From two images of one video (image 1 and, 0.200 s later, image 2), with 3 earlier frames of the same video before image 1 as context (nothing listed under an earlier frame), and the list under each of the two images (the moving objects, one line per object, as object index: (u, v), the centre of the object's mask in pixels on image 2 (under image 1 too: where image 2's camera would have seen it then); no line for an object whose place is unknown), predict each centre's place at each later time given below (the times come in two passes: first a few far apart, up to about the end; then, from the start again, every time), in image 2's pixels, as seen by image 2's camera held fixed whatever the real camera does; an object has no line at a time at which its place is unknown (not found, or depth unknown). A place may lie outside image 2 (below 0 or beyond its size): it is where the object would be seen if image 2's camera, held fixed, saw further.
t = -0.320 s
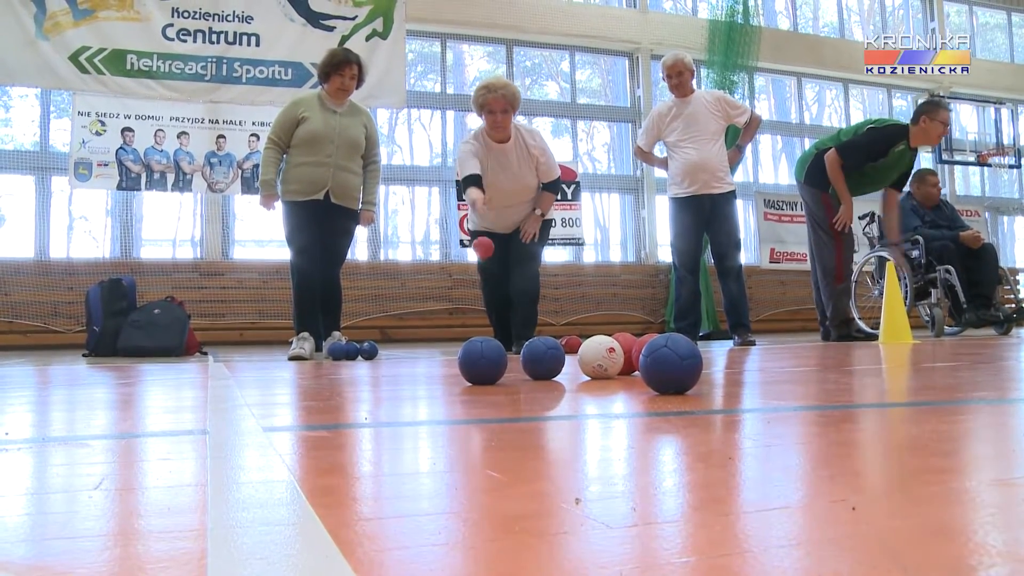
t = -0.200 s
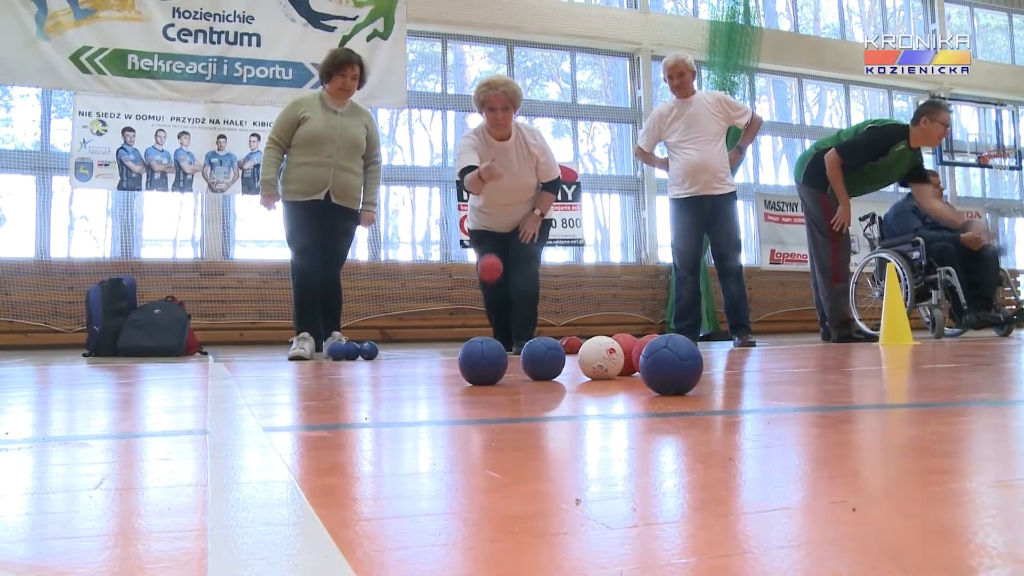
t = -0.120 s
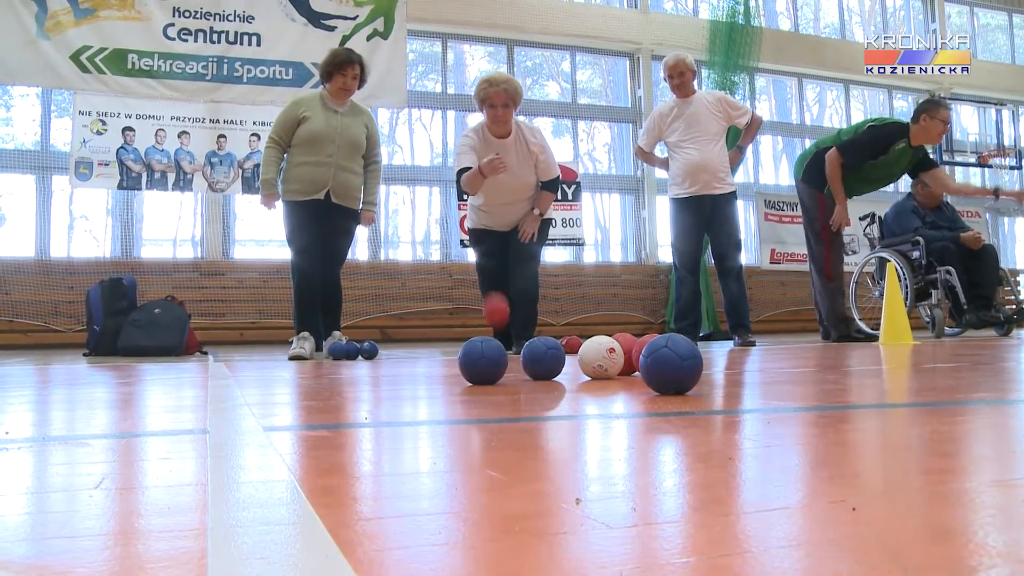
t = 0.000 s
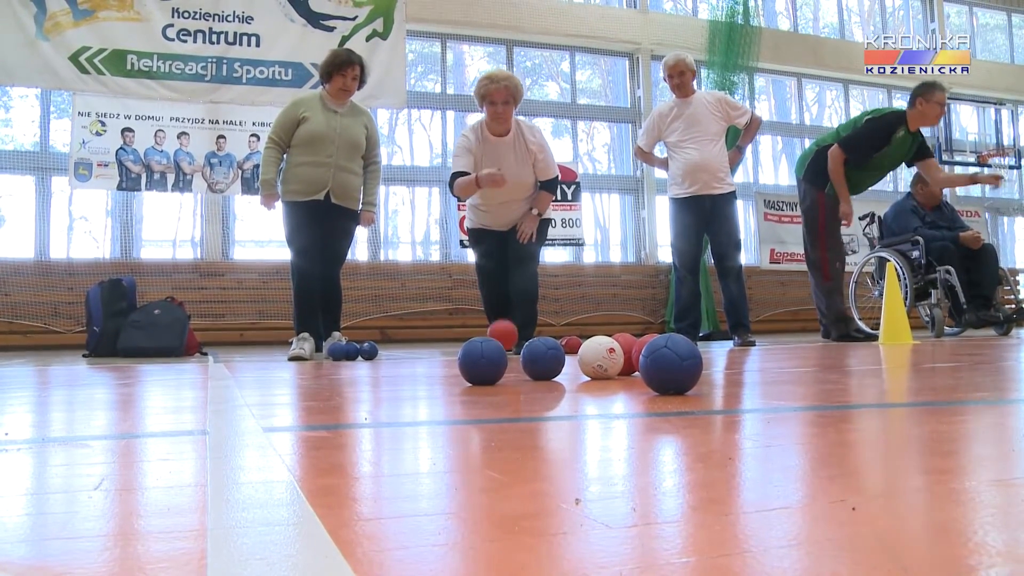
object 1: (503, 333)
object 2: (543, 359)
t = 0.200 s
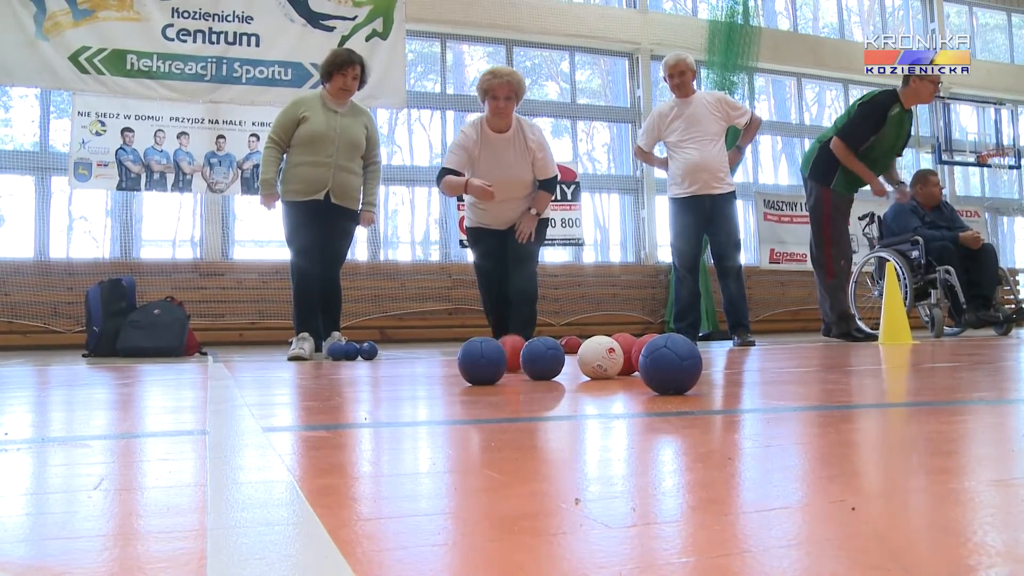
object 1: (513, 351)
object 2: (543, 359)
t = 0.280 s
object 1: (513, 353)
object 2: (542, 358)
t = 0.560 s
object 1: (452, 358)
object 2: (551, 358)
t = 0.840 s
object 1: (401, 362)
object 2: (561, 359)
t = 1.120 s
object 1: (361, 363)
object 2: (564, 361)
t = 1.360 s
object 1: (347, 364)
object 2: (571, 362)
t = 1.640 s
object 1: (346, 364)
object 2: (570, 362)
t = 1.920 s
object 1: (346, 364)
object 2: (570, 362)
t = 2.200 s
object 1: (346, 364)
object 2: (570, 362)
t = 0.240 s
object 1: (513, 349)
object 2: (542, 358)
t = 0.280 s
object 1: (513, 353)
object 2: (542, 358)
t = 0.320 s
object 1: (514, 354)
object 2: (542, 358)
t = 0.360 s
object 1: (514, 355)
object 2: (542, 358)
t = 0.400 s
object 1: (513, 347)
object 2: (543, 358)
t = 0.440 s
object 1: (505, 338)
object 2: (545, 357)
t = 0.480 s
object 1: (490, 334)
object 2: (547, 357)
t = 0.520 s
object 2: (549, 358)
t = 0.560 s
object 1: (452, 358)
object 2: (551, 358)
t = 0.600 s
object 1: (447, 359)
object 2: (553, 359)
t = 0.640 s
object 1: (441, 361)
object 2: (554, 359)
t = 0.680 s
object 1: (433, 360)
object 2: (556, 360)
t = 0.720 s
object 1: (425, 361)
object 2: (557, 360)
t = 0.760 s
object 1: (416, 361)
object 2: (558, 359)
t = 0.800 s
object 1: (409, 361)
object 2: (560, 359)
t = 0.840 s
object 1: (401, 362)
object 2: (561, 359)
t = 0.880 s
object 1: (393, 362)
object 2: (561, 360)
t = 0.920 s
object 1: (386, 363)
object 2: (562, 360)
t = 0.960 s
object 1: (379, 363)
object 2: (562, 360)
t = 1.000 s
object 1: (374, 363)
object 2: (562, 361)
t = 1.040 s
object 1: (369, 363)
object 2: (563, 360)
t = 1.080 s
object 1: (364, 363)
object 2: (563, 361)
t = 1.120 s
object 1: (361, 363)
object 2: (564, 361)
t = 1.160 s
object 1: (357, 363)
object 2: (565, 361)
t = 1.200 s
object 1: (355, 364)
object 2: (566, 361)
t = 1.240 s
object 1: (352, 364)
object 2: (568, 362)
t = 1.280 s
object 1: (350, 364)
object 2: (569, 362)
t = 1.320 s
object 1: (348, 364)
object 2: (570, 362)
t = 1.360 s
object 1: (347, 364)
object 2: (571, 362)
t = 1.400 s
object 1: (347, 364)
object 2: (571, 362)
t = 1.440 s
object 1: (346, 364)
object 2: (571, 362)
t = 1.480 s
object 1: (346, 364)
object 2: (571, 362)
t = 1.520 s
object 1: (346, 364)
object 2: (570, 362)
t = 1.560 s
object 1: (346, 364)
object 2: (570, 362)
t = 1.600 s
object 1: (346, 364)
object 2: (570, 362)
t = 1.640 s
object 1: (346, 364)
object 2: (570, 362)
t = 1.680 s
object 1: (346, 364)
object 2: (570, 362)
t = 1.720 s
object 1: (346, 364)
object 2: (570, 362)
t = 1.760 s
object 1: (346, 364)
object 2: (570, 362)
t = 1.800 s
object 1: (346, 364)
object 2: (570, 362)
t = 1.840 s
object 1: (346, 364)
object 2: (570, 362)
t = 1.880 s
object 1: (346, 364)
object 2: (570, 362)
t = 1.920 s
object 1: (346, 364)
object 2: (570, 362)
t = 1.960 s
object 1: (346, 364)
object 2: (570, 362)
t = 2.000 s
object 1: (346, 364)
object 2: (570, 362)
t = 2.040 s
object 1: (346, 364)
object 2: (570, 362)
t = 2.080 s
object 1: (346, 364)
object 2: (570, 362)
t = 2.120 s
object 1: (346, 364)
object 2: (570, 362)
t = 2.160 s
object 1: (346, 364)
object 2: (570, 362)
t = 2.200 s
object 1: (346, 364)
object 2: (570, 362)
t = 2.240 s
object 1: (346, 364)
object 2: (570, 362)
